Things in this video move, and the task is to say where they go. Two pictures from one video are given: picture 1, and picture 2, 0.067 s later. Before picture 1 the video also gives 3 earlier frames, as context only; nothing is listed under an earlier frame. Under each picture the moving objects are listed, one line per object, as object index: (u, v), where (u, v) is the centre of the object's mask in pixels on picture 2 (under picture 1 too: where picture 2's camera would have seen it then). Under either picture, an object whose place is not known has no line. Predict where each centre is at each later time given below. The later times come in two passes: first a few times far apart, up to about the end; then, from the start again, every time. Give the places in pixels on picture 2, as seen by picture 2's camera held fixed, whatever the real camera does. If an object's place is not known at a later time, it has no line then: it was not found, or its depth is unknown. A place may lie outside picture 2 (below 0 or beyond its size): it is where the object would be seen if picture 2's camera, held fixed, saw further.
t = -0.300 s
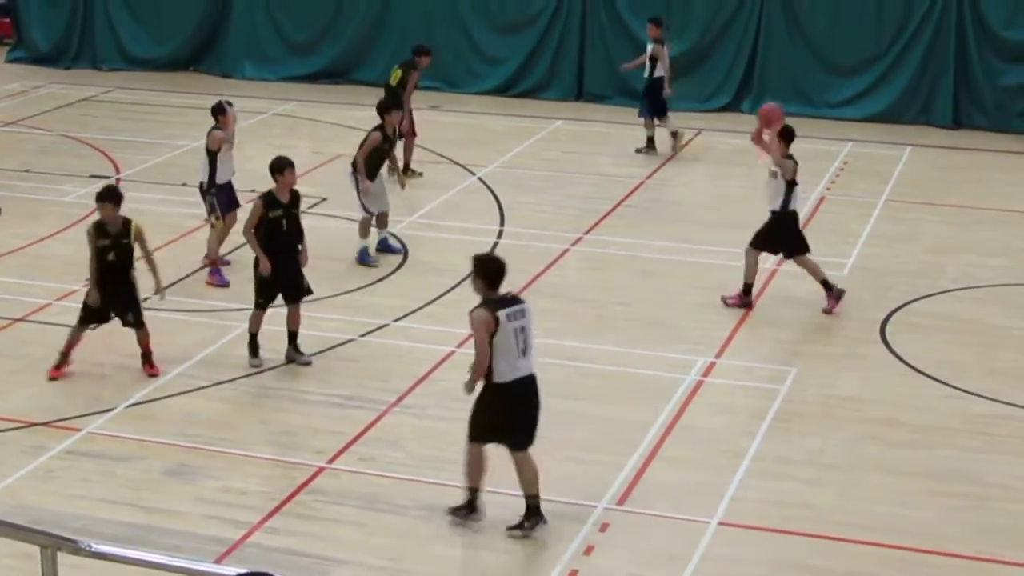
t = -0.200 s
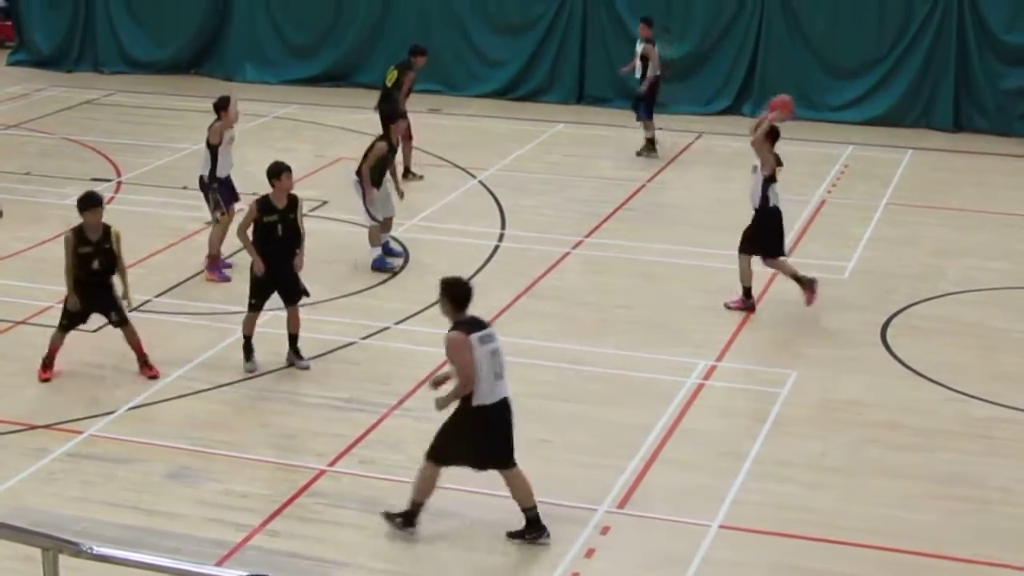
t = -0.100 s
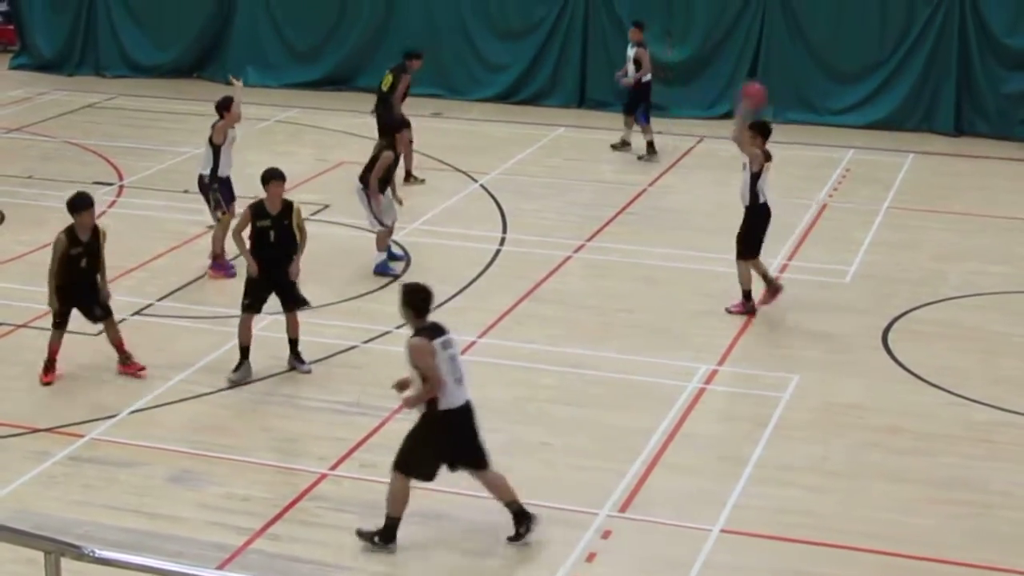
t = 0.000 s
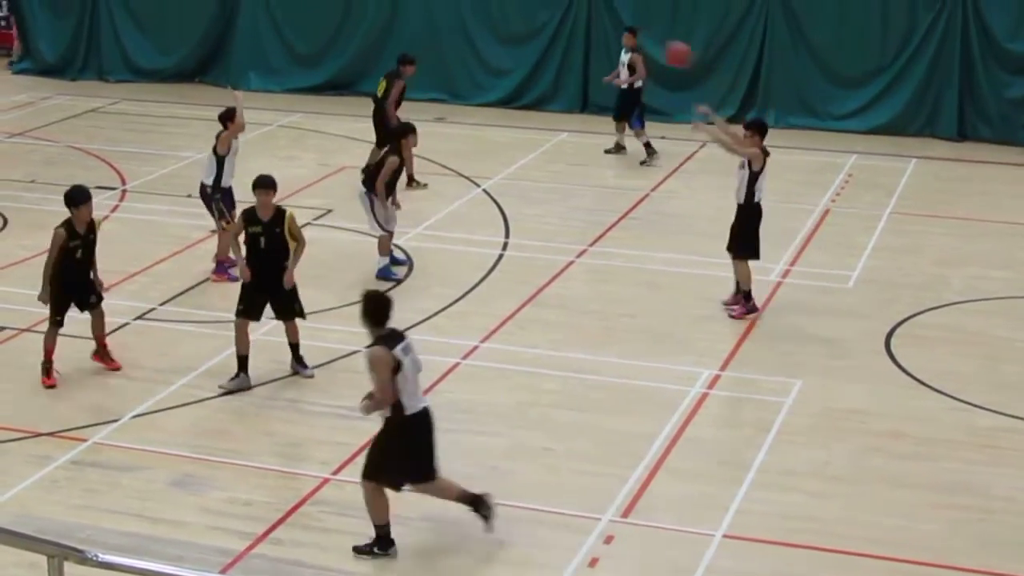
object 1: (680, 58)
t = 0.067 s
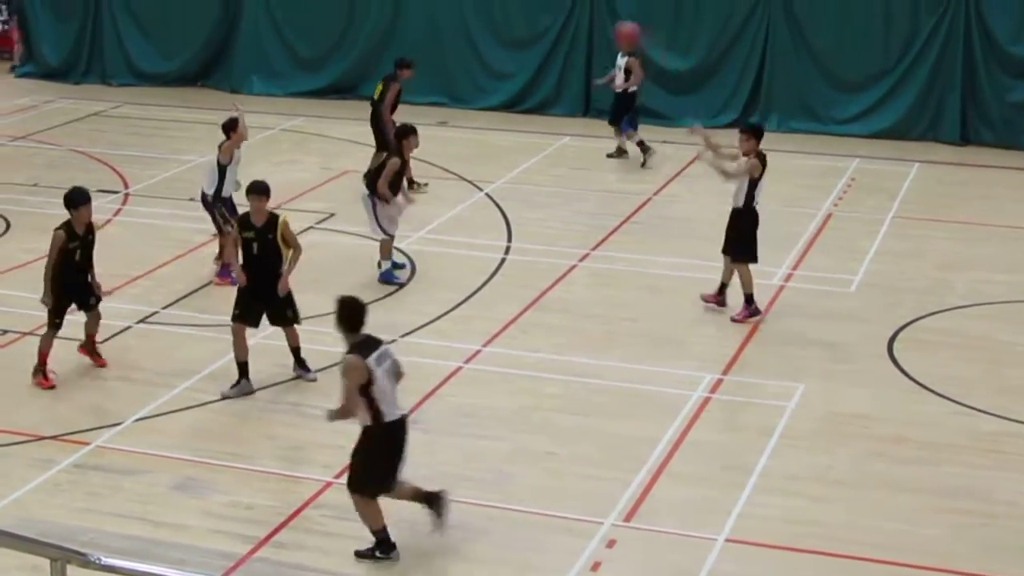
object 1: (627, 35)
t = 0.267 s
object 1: (476, -5)
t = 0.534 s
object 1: (291, 9)
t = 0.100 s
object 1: (600, 23)
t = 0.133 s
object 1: (575, 15)
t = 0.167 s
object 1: (551, 7)
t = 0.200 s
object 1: (526, 2)
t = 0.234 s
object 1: (501, -2)
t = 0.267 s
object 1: (476, -5)
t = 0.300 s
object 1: (452, -7)
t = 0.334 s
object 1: (429, -9)
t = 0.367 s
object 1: (405, -8)
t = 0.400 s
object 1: (381, -7)
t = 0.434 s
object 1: (358, -4)
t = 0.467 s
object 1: (334, -1)
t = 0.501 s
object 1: (313, 4)
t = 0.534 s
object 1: (291, 9)
